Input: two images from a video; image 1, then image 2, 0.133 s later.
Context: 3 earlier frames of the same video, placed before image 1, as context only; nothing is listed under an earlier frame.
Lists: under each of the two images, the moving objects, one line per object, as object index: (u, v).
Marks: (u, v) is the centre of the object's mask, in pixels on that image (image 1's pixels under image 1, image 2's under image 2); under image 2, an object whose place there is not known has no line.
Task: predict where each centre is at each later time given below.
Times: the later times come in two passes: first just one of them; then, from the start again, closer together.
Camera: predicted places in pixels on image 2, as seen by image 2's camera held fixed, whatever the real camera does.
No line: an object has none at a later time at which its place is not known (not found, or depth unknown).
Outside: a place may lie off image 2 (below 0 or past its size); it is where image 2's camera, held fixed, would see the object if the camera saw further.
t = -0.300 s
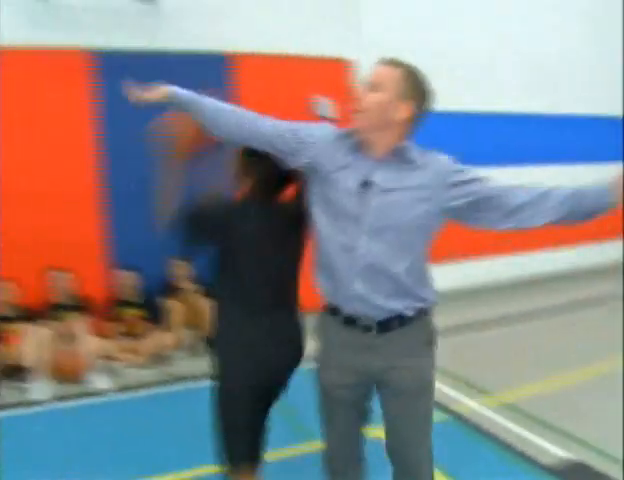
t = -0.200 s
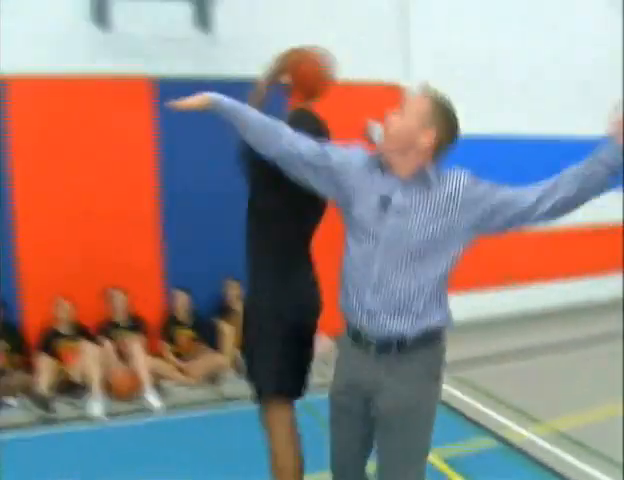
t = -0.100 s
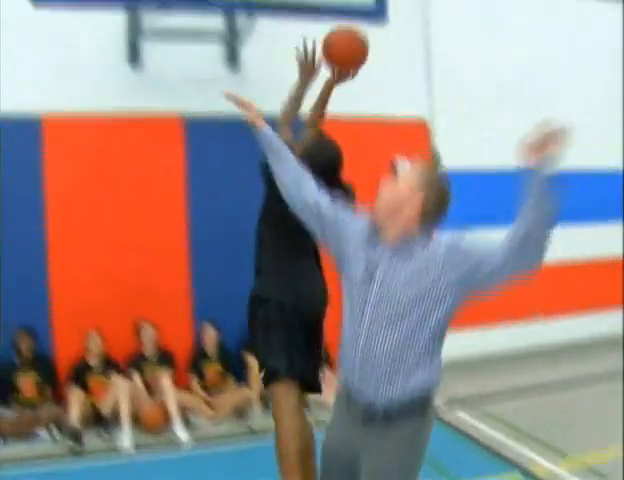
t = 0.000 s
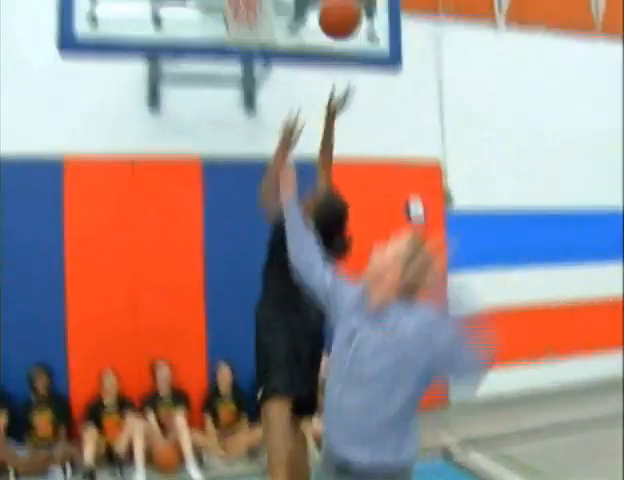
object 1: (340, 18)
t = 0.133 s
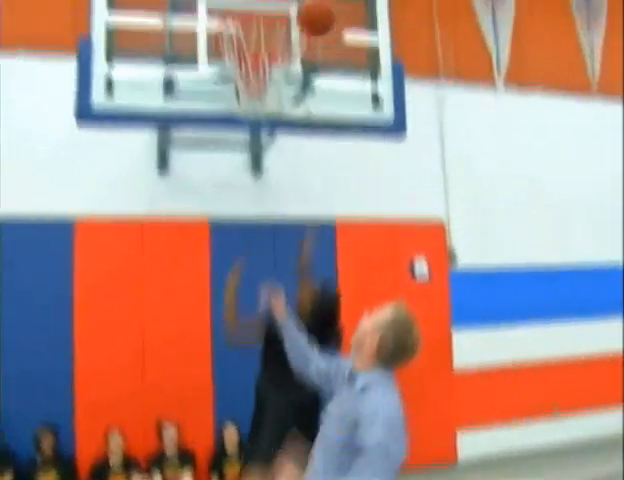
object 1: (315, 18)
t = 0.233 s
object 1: (304, -15)
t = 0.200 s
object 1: (306, -7)
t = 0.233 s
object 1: (304, -15)
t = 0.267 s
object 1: (302, -21)
